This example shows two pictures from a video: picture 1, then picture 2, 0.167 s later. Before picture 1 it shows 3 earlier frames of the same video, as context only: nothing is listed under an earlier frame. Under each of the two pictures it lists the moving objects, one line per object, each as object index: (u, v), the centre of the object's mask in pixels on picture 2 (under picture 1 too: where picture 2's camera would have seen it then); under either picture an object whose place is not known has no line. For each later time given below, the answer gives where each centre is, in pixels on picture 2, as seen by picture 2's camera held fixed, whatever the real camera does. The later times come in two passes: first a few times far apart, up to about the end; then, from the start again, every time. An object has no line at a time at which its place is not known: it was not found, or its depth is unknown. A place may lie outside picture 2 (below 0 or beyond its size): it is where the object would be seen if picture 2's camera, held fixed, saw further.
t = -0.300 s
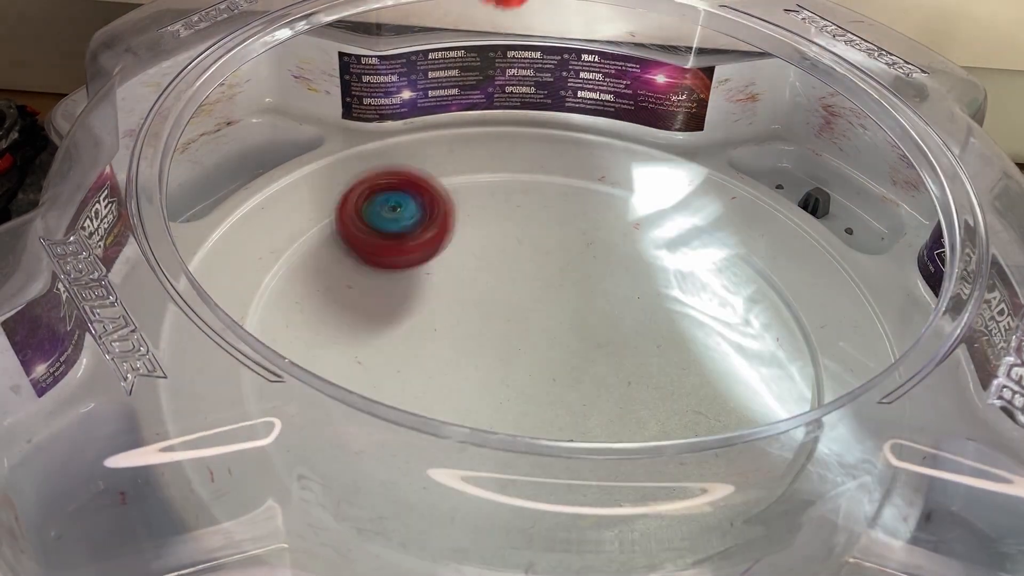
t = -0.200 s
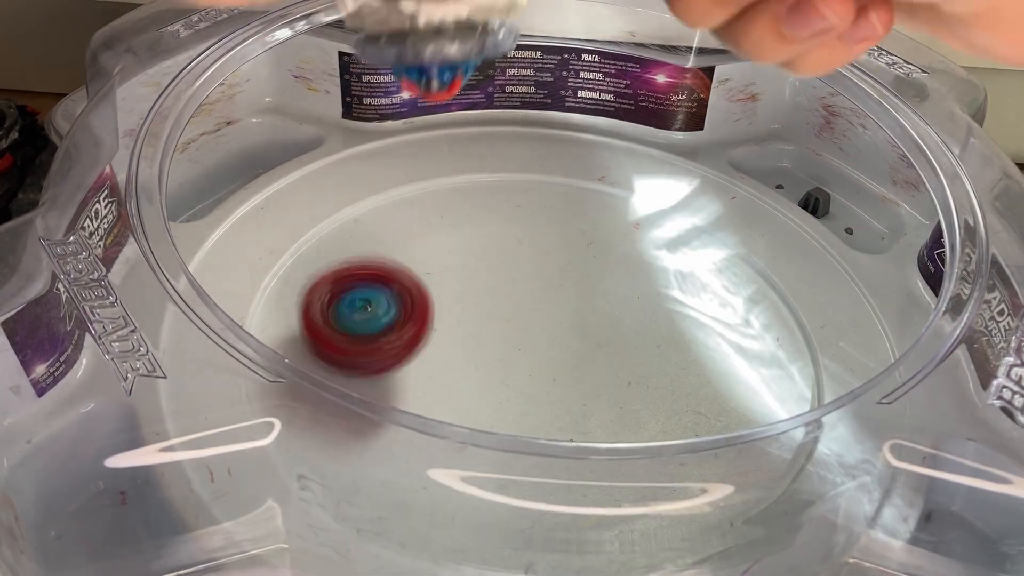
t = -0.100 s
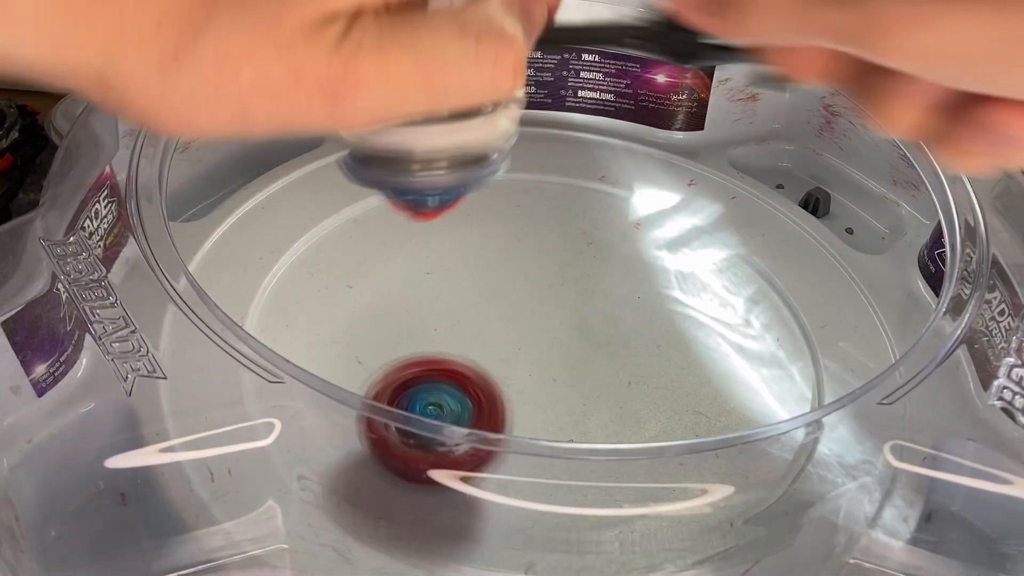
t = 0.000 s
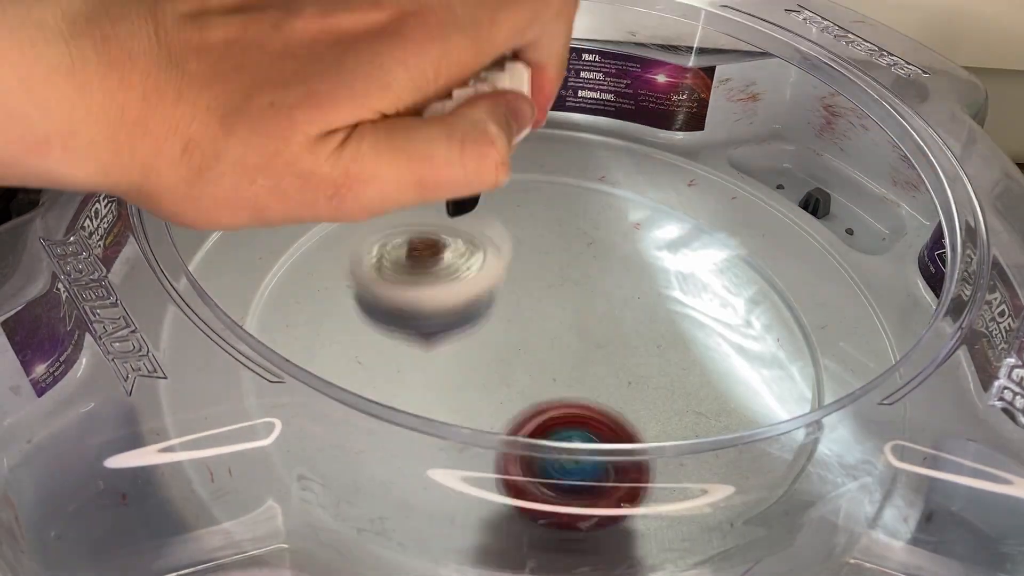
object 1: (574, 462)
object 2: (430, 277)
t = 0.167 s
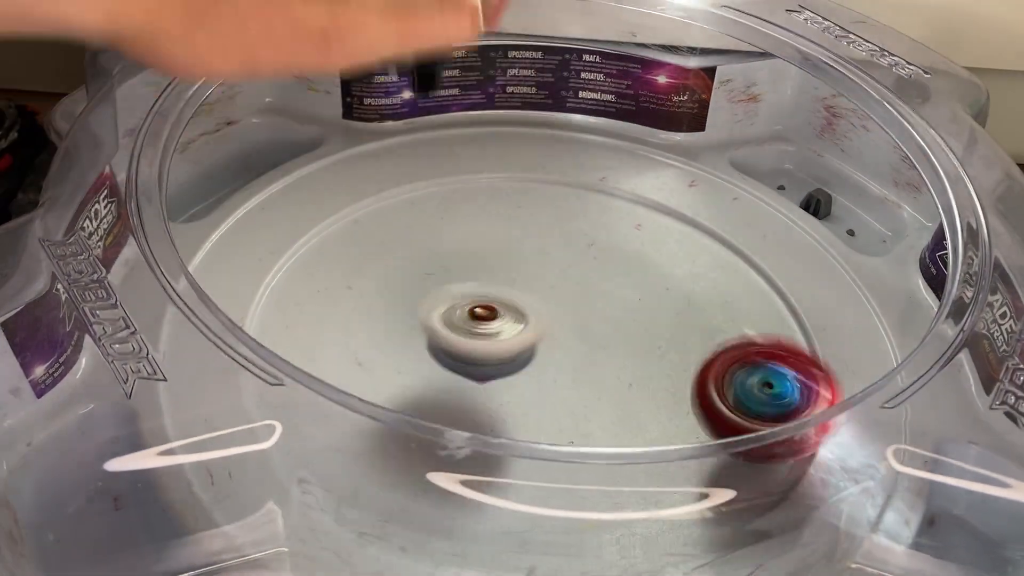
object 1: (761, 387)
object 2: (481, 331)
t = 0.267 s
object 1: (788, 318)
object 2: (518, 300)
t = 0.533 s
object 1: (618, 194)
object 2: (431, 242)
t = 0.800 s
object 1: (458, 321)
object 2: (257, 305)
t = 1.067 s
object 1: (638, 487)
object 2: (341, 381)
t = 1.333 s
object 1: (766, 344)
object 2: (548, 303)
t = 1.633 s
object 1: (515, 319)
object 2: (440, 125)
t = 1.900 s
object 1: (523, 488)
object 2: (360, 131)
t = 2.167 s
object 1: (675, 377)
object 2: (427, 239)
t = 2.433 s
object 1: (591, 294)
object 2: (478, 249)
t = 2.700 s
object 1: (526, 356)
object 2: (415, 264)
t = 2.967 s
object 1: (625, 399)
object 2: (543, 285)
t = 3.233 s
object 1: (625, 320)
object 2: (570, 236)
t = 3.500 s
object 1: (526, 385)
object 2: (507, 201)
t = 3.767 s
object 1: (541, 431)
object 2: (526, 297)
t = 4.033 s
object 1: (560, 433)
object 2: (639, 277)
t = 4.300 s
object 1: (498, 369)
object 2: (620, 250)
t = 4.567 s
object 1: (419, 323)
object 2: (583, 299)
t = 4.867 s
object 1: (422, 332)
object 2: (606, 380)
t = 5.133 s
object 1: (522, 293)
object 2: (634, 401)
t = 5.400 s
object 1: (546, 247)
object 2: (584, 378)
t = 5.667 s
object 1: (526, 257)
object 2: (499, 362)
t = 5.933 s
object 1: (592, 325)
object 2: (445, 371)
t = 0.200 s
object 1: (781, 370)
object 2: (497, 336)
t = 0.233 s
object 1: (789, 345)
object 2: (509, 312)
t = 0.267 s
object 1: (788, 318)
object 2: (518, 300)
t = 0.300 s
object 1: (782, 294)
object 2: (527, 285)
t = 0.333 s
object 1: (767, 271)
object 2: (531, 271)
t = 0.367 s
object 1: (745, 250)
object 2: (536, 262)
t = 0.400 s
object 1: (716, 233)
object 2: (537, 254)
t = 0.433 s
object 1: (680, 220)
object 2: (537, 248)
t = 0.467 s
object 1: (642, 208)
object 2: (531, 244)
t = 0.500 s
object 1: (633, 199)
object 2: (481, 244)
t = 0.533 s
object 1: (618, 194)
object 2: (431, 242)
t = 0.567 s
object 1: (599, 195)
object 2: (385, 239)
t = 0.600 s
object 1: (578, 201)
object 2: (342, 236)
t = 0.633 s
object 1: (552, 212)
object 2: (302, 239)
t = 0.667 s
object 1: (527, 226)
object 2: (270, 243)
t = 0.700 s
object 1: (504, 245)
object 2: (259, 265)
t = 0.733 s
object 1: (482, 269)
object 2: (251, 279)
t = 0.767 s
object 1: (467, 295)
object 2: (254, 293)
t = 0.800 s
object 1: (458, 321)
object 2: (257, 305)
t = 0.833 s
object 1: (455, 349)
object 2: (245, 319)
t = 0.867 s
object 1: (462, 376)
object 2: (245, 332)
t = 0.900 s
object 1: (480, 393)
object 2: (259, 344)
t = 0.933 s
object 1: (497, 428)
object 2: (265, 347)
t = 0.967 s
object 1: (529, 441)
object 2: (257, 378)
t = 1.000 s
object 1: (564, 463)
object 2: (290, 385)
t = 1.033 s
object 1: (601, 486)
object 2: (317, 378)
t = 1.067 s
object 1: (638, 487)
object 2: (341, 381)
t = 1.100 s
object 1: (672, 486)
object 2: (374, 384)
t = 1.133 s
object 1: (703, 477)
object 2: (407, 377)
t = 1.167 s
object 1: (730, 455)
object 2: (437, 377)
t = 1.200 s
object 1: (755, 446)
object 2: (466, 368)
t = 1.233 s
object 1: (770, 414)
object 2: (494, 356)
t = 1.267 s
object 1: (773, 381)
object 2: (516, 339)
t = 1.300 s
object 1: (776, 365)
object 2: (533, 321)
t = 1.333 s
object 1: (766, 344)
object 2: (548, 303)
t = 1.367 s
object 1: (747, 321)
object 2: (556, 283)
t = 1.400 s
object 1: (718, 302)
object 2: (559, 263)
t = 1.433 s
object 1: (682, 286)
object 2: (559, 247)
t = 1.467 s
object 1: (656, 279)
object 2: (544, 220)
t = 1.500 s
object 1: (634, 281)
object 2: (520, 188)
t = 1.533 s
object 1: (607, 286)
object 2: (502, 165)
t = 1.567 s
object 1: (576, 294)
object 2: (481, 144)
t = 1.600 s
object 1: (543, 305)
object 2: (460, 129)
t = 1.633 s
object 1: (515, 319)
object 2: (440, 125)
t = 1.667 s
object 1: (489, 336)
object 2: (422, 121)
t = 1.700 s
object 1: (470, 356)
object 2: (406, 116)
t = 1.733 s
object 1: (457, 375)
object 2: (393, 111)
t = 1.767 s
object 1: (458, 387)
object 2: (382, 118)
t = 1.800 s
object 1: (458, 417)
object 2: (372, 121)
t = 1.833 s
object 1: (468, 448)
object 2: (366, 123)
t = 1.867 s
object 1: (491, 464)
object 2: (362, 128)
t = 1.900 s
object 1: (523, 488)
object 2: (360, 131)
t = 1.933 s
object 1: (554, 494)
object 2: (360, 136)
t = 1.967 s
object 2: (362, 146)
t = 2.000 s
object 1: (623, 484)
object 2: (367, 153)
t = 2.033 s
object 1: (646, 462)
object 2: (372, 162)
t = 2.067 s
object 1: (672, 444)
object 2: (383, 180)
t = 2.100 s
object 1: (684, 424)
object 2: (397, 200)
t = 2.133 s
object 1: (683, 398)
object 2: (409, 214)
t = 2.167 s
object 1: (675, 377)
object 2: (427, 239)
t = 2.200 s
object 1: (662, 354)
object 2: (449, 257)
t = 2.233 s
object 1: (642, 332)
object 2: (475, 271)
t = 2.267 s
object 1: (619, 315)
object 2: (497, 284)
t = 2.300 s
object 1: (628, 312)
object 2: (483, 272)
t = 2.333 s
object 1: (629, 308)
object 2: (476, 264)
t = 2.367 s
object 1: (621, 303)
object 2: (476, 258)
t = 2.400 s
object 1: (607, 297)
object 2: (477, 252)
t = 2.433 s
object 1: (591, 294)
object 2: (478, 249)
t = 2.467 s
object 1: (580, 295)
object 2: (472, 238)
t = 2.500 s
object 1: (568, 300)
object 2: (457, 229)
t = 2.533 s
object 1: (556, 306)
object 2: (445, 224)
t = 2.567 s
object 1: (545, 314)
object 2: (432, 221)
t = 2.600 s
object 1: (536, 324)
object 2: (421, 226)
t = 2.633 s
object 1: (530, 334)
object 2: (414, 237)
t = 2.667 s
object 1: (526, 345)
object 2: (411, 249)
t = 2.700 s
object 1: (526, 356)
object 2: (415, 264)
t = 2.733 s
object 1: (528, 366)
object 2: (426, 276)
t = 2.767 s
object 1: (532, 375)
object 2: (443, 291)
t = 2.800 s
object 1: (541, 385)
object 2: (464, 298)
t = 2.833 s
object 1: (558, 394)
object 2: (479, 298)
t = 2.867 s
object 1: (576, 399)
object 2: (499, 296)
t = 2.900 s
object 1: (593, 402)
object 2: (514, 294)
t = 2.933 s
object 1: (608, 402)
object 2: (531, 289)
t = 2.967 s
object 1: (625, 399)
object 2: (543, 285)
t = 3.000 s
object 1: (645, 396)
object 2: (554, 280)
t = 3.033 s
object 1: (658, 389)
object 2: (562, 273)
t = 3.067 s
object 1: (666, 378)
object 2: (568, 267)
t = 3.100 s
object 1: (667, 366)
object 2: (570, 260)
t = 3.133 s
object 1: (664, 353)
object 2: (573, 254)
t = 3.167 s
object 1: (653, 341)
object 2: (573, 248)
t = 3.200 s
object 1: (641, 328)
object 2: (572, 241)
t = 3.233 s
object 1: (625, 320)
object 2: (570, 236)
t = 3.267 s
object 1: (610, 323)
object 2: (563, 220)
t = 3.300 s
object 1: (594, 333)
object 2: (555, 207)
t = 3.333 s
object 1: (577, 341)
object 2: (546, 197)
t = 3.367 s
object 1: (561, 351)
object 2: (537, 192)
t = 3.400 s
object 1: (549, 361)
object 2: (529, 187)
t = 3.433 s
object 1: (539, 368)
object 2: (520, 192)
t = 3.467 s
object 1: (531, 379)
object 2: (511, 195)
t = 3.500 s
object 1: (526, 385)
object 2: (507, 201)
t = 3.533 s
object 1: (521, 390)
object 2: (500, 207)
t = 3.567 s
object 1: (522, 394)
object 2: (495, 219)
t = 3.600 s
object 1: (521, 398)
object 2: (496, 228)
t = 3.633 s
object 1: (523, 401)
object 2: (498, 243)
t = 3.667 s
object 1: (523, 414)
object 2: (498, 258)
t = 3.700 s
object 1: (528, 420)
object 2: (505, 271)
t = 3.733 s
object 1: (533, 424)
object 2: (515, 284)
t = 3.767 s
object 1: (541, 431)
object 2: (526, 297)
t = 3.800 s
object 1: (549, 433)
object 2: (539, 311)
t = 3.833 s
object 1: (559, 430)
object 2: (552, 321)
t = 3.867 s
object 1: (565, 424)
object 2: (565, 327)
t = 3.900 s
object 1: (566, 426)
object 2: (584, 319)
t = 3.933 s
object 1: (562, 435)
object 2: (605, 305)
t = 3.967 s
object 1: (560, 437)
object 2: (621, 294)
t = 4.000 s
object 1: (561, 435)
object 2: (631, 284)
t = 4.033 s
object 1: (560, 433)
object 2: (639, 277)
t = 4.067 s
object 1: (558, 428)
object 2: (642, 269)
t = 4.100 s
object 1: (554, 420)
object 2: (644, 263)
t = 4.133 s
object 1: (550, 404)
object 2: (643, 259)
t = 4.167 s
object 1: (542, 399)
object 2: (642, 253)
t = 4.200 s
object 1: (532, 393)
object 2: (637, 250)
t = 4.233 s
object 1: (520, 386)
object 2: (633, 248)
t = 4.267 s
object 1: (508, 379)
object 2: (626, 248)
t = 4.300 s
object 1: (498, 369)
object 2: (620, 250)
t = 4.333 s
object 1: (486, 360)
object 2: (613, 253)
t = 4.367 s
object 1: (475, 353)
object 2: (608, 259)
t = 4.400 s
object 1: (464, 346)
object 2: (602, 264)
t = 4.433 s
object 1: (453, 340)
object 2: (597, 270)
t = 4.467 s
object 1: (443, 335)
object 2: (593, 277)
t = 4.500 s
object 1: (435, 329)
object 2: (589, 282)
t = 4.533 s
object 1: (426, 327)
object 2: (586, 292)
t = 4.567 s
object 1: (419, 323)
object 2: (583, 299)
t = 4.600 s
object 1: (413, 322)
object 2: (582, 310)
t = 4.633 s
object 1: (406, 321)
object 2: (581, 318)
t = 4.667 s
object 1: (401, 321)
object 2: (582, 327)
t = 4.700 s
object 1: (396, 322)
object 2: (585, 336)
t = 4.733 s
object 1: (395, 324)
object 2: (588, 344)
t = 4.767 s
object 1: (397, 326)
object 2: (592, 353)
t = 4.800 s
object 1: (402, 329)
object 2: (595, 364)
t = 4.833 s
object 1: (412, 331)
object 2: (601, 372)
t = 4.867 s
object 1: (422, 332)
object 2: (606, 380)
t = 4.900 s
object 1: (435, 332)
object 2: (611, 387)
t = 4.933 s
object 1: (451, 330)
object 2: (617, 393)
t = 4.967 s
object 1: (466, 326)
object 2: (621, 396)
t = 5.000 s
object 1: (479, 320)
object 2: (626, 399)
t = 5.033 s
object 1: (493, 313)
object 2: (630, 401)
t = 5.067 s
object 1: (504, 307)
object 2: (633, 401)
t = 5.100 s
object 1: (513, 300)
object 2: (634, 401)
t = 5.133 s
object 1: (522, 293)
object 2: (634, 401)
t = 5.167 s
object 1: (528, 286)
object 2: (631, 399)
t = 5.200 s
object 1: (532, 280)
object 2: (627, 397)
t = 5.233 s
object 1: (537, 274)
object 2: (621, 392)
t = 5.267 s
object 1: (540, 268)
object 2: (615, 387)
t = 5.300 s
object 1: (542, 263)
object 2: (610, 382)
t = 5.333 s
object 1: (545, 258)
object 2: (602, 381)
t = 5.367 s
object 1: (546, 252)
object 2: (595, 376)
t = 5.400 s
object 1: (546, 247)
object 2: (584, 378)
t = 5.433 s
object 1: (545, 241)
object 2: (574, 376)
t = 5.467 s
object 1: (543, 237)
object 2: (564, 373)
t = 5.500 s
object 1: (538, 235)
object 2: (553, 372)
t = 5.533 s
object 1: (534, 235)
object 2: (541, 370)
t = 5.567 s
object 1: (530, 237)
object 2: (530, 367)
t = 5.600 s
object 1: (527, 242)
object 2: (519, 365)
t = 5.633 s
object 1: (525, 249)
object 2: (508, 363)
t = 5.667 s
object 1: (526, 257)
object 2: (499, 362)
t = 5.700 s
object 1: (529, 267)
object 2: (488, 363)
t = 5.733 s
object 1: (534, 277)
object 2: (479, 365)
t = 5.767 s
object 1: (541, 287)
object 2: (469, 366)
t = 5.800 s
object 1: (550, 298)
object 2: (461, 368)
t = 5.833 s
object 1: (558, 307)
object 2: (454, 369)
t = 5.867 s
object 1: (568, 315)
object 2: (451, 370)
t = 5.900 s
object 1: (581, 321)
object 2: (447, 370)
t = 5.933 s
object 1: (592, 325)
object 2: (445, 371)
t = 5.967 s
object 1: (603, 330)
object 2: (445, 371)
